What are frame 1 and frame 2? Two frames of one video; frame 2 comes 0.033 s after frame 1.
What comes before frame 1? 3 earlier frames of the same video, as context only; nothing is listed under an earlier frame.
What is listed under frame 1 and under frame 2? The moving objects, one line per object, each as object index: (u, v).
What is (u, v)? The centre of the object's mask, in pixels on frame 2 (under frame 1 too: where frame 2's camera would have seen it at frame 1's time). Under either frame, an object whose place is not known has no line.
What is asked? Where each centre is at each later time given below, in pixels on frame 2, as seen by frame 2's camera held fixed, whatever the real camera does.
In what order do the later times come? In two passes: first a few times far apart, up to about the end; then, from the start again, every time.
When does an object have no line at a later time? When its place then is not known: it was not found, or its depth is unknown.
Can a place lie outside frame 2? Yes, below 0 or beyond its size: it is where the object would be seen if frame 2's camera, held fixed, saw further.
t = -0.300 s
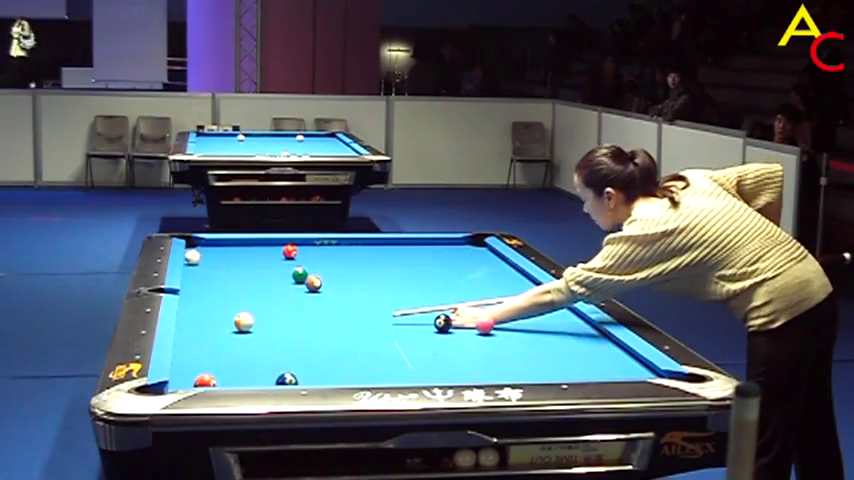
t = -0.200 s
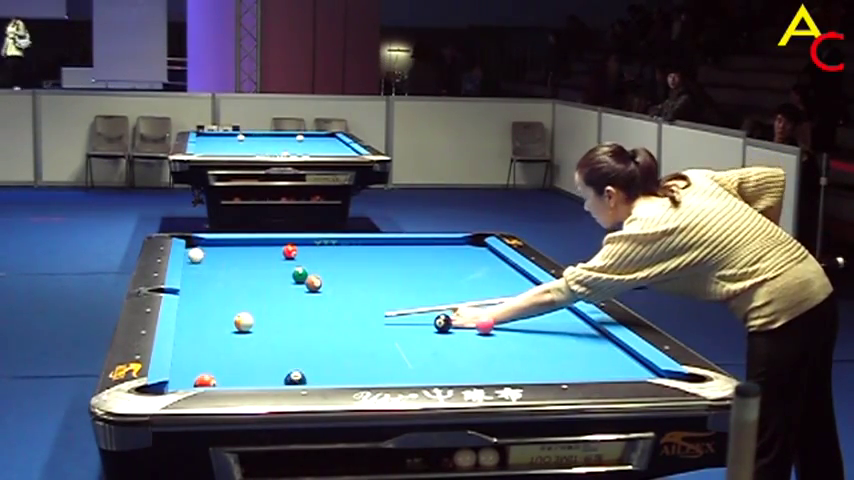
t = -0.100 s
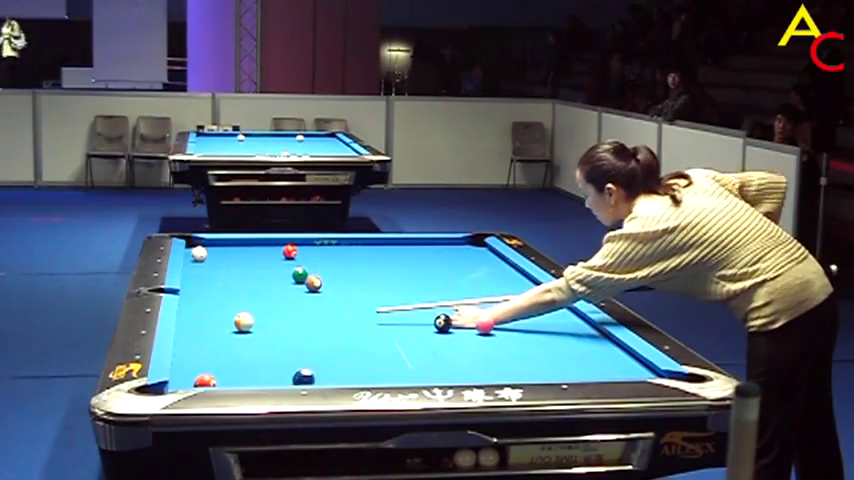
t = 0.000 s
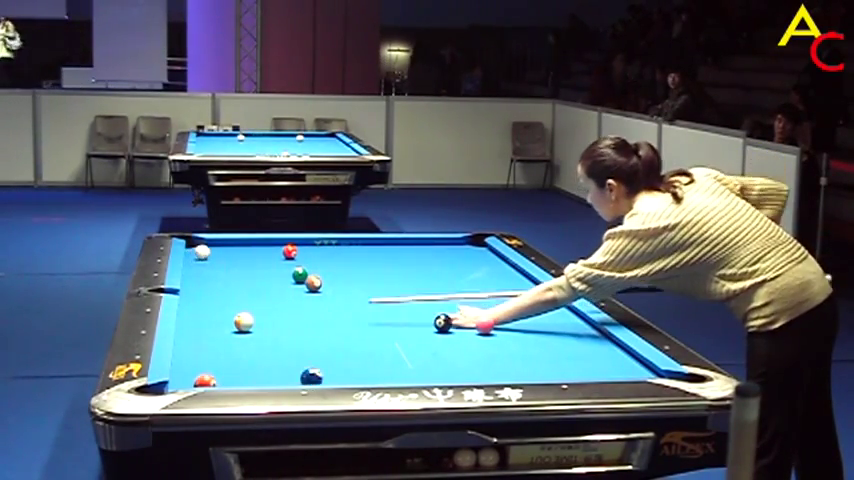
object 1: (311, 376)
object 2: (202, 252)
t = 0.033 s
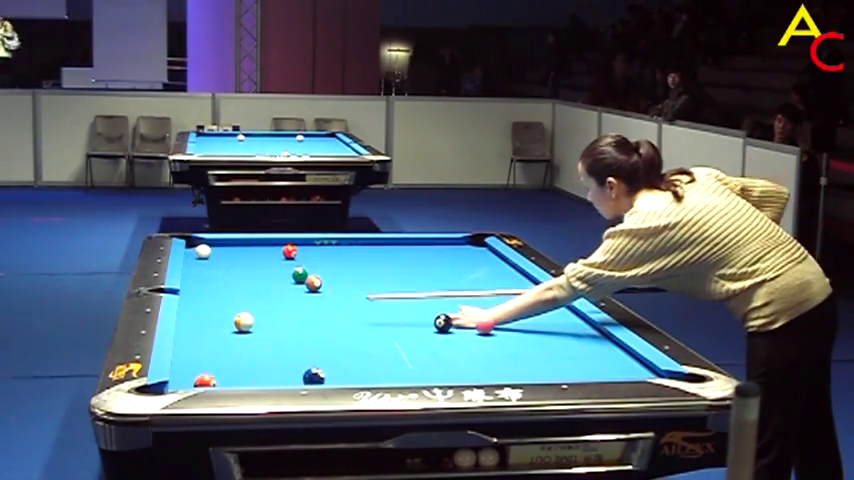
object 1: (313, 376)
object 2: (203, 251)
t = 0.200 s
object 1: (325, 374)
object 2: (208, 248)
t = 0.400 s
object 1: (339, 373)
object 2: (214, 245)
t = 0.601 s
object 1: (351, 371)
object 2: (219, 243)
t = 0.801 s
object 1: (362, 370)
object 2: (224, 240)
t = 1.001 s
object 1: (373, 367)
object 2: (232, 242)
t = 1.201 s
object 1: (383, 366)
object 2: (240, 243)
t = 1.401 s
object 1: (391, 364)
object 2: (247, 244)
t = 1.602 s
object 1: (399, 363)
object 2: (254, 246)
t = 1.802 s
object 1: (405, 362)
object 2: (261, 247)
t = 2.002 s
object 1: (411, 361)
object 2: (267, 248)
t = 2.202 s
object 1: (416, 360)
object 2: (273, 249)
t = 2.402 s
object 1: (420, 359)
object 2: (277, 249)
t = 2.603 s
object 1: (424, 359)
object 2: (279, 250)
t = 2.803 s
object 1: (426, 358)
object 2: (280, 250)
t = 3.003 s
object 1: (428, 358)
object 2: (280, 250)
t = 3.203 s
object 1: (428, 358)
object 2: (280, 250)
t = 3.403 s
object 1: (428, 359)
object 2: (280, 250)
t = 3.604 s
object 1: (428, 359)
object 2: (280, 250)
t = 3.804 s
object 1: (428, 358)
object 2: (280, 250)
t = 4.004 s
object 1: (428, 358)
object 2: (280, 250)
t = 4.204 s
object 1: (428, 358)
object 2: (280, 250)
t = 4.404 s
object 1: (428, 358)
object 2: (280, 250)
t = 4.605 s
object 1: (428, 358)
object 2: (280, 250)
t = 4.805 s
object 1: (428, 358)
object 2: (280, 250)
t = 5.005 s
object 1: (428, 358)
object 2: (280, 250)
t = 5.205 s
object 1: (428, 358)
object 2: (280, 250)
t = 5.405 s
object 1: (428, 358)
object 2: (280, 250)
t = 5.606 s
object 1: (428, 358)
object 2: (280, 250)
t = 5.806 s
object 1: (428, 358)
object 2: (280, 250)
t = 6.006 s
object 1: (428, 358)
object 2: (280, 250)
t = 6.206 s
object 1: (428, 358)
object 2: (280, 250)
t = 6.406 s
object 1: (428, 358)
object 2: (280, 250)
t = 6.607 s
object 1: (428, 358)
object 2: (280, 250)
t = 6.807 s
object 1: (428, 358)
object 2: (280, 250)
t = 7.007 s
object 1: (428, 358)
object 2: (280, 250)
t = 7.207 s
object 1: (428, 358)
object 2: (280, 250)
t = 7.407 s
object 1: (428, 358)
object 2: (280, 250)
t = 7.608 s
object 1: (428, 358)
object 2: (280, 250)
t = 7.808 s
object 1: (428, 358)
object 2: (280, 250)
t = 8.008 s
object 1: (428, 358)
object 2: (280, 250)
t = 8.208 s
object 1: (428, 358)
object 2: (280, 250)
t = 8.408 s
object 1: (428, 358)
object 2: (280, 250)
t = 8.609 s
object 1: (428, 358)
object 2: (280, 250)
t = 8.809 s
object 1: (428, 358)
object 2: (280, 250)
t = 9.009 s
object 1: (428, 358)
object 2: (280, 250)
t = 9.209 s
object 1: (428, 358)
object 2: (280, 250)
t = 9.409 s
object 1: (428, 358)
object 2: (280, 250)
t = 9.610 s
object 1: (428, 358)
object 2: (280, 250)
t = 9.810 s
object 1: (428, 358)
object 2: (280, 250)
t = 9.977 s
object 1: (428, 358)
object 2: (280, 250)
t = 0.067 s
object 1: (316, 376)
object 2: (204, 251)
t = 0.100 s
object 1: (319, 376)
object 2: (205, 250)
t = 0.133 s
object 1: (321, 375)
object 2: (206, 249)
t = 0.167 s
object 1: (323, 375)
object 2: (207, 249)
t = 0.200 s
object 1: (325, 374)
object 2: (208, 248)
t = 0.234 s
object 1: (328, 374)
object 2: (209, 248)
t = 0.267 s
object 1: (330, 374)
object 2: (210, 247)
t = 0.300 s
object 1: (332, 374)
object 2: (211, 247)
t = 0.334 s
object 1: (334, 373)
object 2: (212, 246)
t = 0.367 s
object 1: (337, 373)
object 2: (213, 246)
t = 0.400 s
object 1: (339, 373)
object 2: (214, 245)
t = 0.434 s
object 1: (341, 372)
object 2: (215, 245)
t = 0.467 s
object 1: (343, 372)
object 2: (215, 245)
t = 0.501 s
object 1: (345, 372)
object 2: (216, 244)
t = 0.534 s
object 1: (347, 371)
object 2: (217, 243)
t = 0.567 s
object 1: (349, 371)
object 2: (218, 243)
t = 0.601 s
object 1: (351, 371)
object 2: (219, 243)
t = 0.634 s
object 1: (353, 371)
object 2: (220, 242)
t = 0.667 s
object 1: (355, 371)
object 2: (221, 242)
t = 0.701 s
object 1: (357, 370)
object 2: (221, 241)
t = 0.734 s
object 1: (359, 370)
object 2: (222, 241)
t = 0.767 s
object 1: (361, 370)
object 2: (223, 241)
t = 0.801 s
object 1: (362, 370)
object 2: (224, 240)
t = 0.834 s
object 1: (364, 369)
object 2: (225, 241)
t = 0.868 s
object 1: (366, 369)
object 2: (227, 241)
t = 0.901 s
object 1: (368, 369)
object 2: (228, 241)
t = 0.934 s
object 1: (369, 368)
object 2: (229, 241)
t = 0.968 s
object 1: (371, 368)
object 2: (231, 241)
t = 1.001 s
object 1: (373, 367)
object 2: (232, 242)
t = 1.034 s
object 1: (375, 367)
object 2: (233, 242)
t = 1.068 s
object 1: (376, 367)
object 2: (235, 242)
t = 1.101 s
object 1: (378, 367)
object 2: (236, 242)
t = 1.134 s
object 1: (379, 366)
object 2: (237, 242)
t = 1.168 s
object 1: (381, 366)
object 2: (239, 243)
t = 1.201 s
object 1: (383, 366)
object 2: (240, 243)
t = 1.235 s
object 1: (384, 365)
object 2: (241, 243)
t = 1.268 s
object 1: (385, 365)
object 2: (242, 243)
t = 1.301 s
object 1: (387, 365)
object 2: (244, 244)
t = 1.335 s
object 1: (388, 365)
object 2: (245, 244)
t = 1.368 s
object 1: (390, 364)
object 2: (246, 244)
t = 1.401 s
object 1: (391, 364)
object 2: (247, 244)
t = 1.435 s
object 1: (393, 364)
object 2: (248, 244)
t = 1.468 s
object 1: (394, 364)
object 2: (250, 245)
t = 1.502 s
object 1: (395, 363)
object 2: (251, 245)
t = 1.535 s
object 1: (396, 363)
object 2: (252, 245)
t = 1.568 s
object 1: (397, 363)
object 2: (253, 245)
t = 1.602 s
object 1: (399, 363)
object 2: (254, 246)
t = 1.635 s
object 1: (400, 363)
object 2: (255, 246)
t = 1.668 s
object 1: (401, 363)
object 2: (256, 246)
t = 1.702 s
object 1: (402, 362)
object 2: (258, 246)
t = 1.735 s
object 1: (403, 362)
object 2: (259, 246)
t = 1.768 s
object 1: (404, 362)
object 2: (260, 247)
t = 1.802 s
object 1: (405, 362)
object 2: (261, 247)
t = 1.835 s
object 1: (406, 362)
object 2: (262, 247)
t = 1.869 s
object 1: (407, 361)
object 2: (263, 247)
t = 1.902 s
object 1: (408, 361)
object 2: (264, 247)
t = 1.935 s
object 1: (409, 361)
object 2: (265, 247)
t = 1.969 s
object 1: (410, 361)
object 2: (266, 248)
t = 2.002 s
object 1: (411, 361)
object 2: (267, 248)
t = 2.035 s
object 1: (412, 361)
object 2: (268, 248)
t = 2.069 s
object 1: (413, 361)
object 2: (269, 248)
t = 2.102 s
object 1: (414, 361)
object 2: (270, 248)
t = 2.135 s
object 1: (415, 360)
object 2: (271, 249)
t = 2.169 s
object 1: (416, 360)
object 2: (272, 249)
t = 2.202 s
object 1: (416, 360)
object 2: (273, 249)
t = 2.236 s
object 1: (417, 360)
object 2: (273, 249)
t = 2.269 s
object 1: (418, 359)
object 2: (275, 249)
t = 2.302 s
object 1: (419, 359)
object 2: (275, 249)
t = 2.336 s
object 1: (419, 359)
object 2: (276, 249)
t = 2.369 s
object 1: (420, 359)
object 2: (277, 249)
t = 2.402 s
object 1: (420, 359)
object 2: (277, 249)
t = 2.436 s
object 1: (421, 359)
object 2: (277, 249)
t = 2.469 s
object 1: (422, 359)
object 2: (278, 250)
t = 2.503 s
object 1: (422, 359)
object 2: (278, 250)
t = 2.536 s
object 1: (423, 359)
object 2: (278, 250)
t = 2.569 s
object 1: (423, 359)
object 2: (279, 250)
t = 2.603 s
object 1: (424, 359)
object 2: (279, 250)
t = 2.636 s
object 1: (424, 359)
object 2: (279, 250)
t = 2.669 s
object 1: (425, 359)
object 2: (279, 250)
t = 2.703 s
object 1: (425, 359)
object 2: (279, 250)
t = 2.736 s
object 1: (426, 359)
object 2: (279, 250)
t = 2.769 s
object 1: (426, 359)
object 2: (280, 250)
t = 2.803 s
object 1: (426, 358)
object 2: (280, 250)
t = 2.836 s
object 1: (427, 358)
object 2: (280, 250)
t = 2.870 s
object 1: (427, 358)
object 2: (280, 250)
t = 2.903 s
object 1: (427, 358)
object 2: (280, 250)
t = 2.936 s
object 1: (428, 359)
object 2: (280, 250)
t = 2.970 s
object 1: (428, 359)
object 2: (280, 250)
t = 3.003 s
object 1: (428, 358)
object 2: (280, 250)
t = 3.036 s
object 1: (428, 359)
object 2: (280, 250)
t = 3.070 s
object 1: (428, 358)
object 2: (280, 250)
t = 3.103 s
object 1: (428, 358)
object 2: (280, 250)
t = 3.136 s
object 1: (428, 358)
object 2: (280, 250)
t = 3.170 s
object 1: (428, 359)
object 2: (280, 250)
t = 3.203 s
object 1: (428, 358)
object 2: (280, 250)
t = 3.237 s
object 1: (428, 359)
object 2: (280, 250)
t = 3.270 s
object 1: (428, 358)
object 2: (280, 250)
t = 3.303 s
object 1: (428, 359)
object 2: (280, 250)
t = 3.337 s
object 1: (428, 359)
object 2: (280, 250)
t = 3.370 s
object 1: (428, 359)
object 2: (280, 250)
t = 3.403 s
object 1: (428, 359)
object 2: (280, 250)
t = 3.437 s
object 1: (428, 358)
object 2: (280, 250)
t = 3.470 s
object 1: (428, 359)
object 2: (280, 250)
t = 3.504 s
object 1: (428, 359)
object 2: (280, 250)
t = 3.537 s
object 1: (428, 359)
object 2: (280, 250)
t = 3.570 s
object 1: (428, 359)
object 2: (280, 250)
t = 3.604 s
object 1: (428, 359)
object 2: (280, 250)
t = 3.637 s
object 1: (428, 359)
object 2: (280, 250)
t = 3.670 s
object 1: (428, 359)
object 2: (280, 250)
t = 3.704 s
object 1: (428, 359)
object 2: (280, 250)
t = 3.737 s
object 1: (428, 359)
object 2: (280, 250)
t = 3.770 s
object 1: (428, 358)
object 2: (280, 250)
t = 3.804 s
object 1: (428, 358)
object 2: (280, 250)
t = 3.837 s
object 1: (428, 358)
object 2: (280, 250)
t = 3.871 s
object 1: (428, 358)
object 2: (280, 250)
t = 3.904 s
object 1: (428, 358)
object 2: (280, 250)
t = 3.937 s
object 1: (428, 358)
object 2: (280, 250)
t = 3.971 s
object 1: (428, 358)
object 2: (280, 250)
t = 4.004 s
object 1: (428, 358)
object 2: (280, 250)
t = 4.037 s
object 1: (428, 358)
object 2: (280, 250)
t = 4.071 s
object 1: (428, 358)
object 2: (280, 250)
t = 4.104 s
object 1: (428, 358)
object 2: (280, 250)
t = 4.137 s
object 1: (428, 358)
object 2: (280, 250)
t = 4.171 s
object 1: (428, 358)
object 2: (280, 250)
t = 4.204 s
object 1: (428, 358)
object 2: (280, 250)
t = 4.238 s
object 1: (428, 358)
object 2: (280, 250)
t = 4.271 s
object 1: (428, 358)
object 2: (280, 250)
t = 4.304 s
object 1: (428, 358)
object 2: (280, 250)
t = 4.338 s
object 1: (428, 358)
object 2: (280, 250)
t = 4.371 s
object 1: (428, 358)
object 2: (280, 250)
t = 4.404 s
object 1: (428, 358)
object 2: (280, 250)
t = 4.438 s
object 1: (428, 358)
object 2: (280, 250)
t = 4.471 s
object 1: (428, 358)
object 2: (280, 250)
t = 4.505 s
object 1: (428, 358)
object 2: (280, 250)
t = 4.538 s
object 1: (428, 358)
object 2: (280, 250)
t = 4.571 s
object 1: (428, 358)
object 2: (280, 250)
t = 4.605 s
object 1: (428, 358)
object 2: (280, 250)
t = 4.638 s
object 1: (428, 358)
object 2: (280, 250)
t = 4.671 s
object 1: (428, 358)
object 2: (280, 250)
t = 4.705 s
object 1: (428, 358)
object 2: (280, 250)
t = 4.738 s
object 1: (428, 358)
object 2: (280, 250)
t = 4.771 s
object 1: (428, 358)
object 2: (280, 250)
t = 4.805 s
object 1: (428, 358)
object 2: (280, 250)
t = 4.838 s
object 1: (428, 358)
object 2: (280, 250)
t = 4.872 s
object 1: (428, 358)
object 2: (280, 250)
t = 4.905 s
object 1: (428, 358)
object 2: (280, 250)
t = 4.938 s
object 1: (428, 358)
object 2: (280, 250)
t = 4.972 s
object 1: (428, 358)
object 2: (280, 250)
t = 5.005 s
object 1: (428, 358)
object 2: (280, 250)
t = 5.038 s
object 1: (428, 358)
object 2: (280, 250)
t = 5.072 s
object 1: (428, 358)
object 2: (280, 250)
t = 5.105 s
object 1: (428, 358)
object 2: (280, 250)
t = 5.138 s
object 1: (428, 358)
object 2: (280, 250)
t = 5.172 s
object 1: (428, 358)
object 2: (280, 250)
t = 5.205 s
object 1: (428, 358)
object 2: (280, 250)
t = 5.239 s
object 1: (428, 358)
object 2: (280, 250)
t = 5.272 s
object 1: (428, 358)
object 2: (280, 250)
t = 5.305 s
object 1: (428, 358)
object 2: (280, 250)
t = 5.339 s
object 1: (428, 358)
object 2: (280, 250)
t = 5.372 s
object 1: (428, 358)
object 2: (280, 250)
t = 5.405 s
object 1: (428, 358)
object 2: (280, 250)
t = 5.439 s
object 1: (428, 358)
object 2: (280, 250)
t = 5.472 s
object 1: (428, 358)
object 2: (280, 250)
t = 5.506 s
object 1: (428, 358)
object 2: (280, 250)
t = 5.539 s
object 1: (428, 358)
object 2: (280, 250)
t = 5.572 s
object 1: (428, 358)
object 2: (280, 250)
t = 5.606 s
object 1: (428, 358)
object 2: (280, 250)
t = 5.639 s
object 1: (428, 358)
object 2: (280, 250)
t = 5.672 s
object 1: (428, 358)
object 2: (280, 250)
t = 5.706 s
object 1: (428, 358)
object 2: (280, 250)
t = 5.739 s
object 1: (428, 358)
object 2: (280, 250)
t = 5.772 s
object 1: (428, 358)
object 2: (280, 250)
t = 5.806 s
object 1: (428, 358)
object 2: (280, 250)
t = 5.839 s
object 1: (428, 358)
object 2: (280, 250)
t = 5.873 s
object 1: (428, 358)
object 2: (280, 250)
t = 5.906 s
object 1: (428, 358)
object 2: (280, 250)
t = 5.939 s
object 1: (428, 358)
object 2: (280, 250)
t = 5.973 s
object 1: (428, 358)
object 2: (280, 250)
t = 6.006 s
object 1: (428, 358)
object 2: (280, 250)
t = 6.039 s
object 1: (428, 358)
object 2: (280, 250)
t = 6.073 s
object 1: (428, 358)
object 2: (280, 250)
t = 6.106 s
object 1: (428, 358)
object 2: (280, 250)
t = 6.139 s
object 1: (428, 358)
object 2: (280, 250)
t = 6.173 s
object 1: (428, 358)
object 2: (280, 250)
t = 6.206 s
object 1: (428, 358)
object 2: (280, 250)
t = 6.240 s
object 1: (428, 358)
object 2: (280, 250)
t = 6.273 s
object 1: (428, 358)
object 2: (280, 250)
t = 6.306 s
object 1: (428, 358)
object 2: (280, 250)
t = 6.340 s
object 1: (428, 358)
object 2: (280, 250)
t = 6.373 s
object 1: (428, 358)
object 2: (280, 250)
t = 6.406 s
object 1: (428, 358)
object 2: (280, 250)
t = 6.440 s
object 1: (428, 358)
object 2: (280, 250)
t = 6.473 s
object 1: (428, 358)
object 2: (280, 250)
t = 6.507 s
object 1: (428, 358)
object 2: (280, 250)
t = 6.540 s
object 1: (428, 358)
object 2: (280, 250)
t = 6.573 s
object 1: (428, 358)
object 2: (280, 250)
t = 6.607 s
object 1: (428, 358)
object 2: (280, 250)
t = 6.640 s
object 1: (428, 358)
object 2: (280, 250)
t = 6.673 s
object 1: (428, 358)
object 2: (280, 250)
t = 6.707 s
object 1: (428, 358)
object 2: (280, 250)
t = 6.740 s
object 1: (428, 358)
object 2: (280, 250)
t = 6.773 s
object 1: (428, 358)
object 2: (280, 250)
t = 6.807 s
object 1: (428, 358)
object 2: (280, 250)
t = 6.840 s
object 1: (428, 358)
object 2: (280, 250)
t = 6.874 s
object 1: (428, 358)
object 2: (280, 250)
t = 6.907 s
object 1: (428, 358)
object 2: (280, 250)
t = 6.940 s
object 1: (428, 358)
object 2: (280, 250)
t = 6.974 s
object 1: (428, 358)
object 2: (280, 250)
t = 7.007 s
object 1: (428, 358)
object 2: (280, 250)
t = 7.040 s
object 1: (428, 358)
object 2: (280, 250)
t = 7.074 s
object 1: (428, 358)
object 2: (280, 250)
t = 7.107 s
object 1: (428, 358)
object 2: (280, 250)
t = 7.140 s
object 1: (428, 358)
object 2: (280, 250)
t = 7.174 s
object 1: (428, 358)
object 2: (280, 250)
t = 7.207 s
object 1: (428, 358)
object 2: (280, 250)
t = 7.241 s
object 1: (428, 358)
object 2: (280, 250)
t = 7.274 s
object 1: (428, 358)
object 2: (280, 250)
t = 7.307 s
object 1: (428, 358)
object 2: (280, 250)
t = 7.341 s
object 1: (428, 358)
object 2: (280, 250)
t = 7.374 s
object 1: (428, 358)
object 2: (280, 250)
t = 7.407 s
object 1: (428, 358)
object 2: (280, 250)
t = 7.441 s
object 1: (428, 358)
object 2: (280, 250)
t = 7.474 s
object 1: (428, 358)
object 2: (280, 250)
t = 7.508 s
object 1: (428, 358)
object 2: (280, 250)
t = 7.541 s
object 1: (428, 358)
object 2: (280, 250)
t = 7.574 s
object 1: (428, 358)
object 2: (280, 250)
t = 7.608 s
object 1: (428, 358)
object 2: (280, 250)
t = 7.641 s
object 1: (428, 358)
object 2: (280, 250)
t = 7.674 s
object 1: (428, 358)
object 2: (280, 250)
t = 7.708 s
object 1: (428, 358)
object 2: (280, 250)
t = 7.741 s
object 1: (428, 358)
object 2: (280, 250)
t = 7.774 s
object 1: (428, 358)
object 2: (280, 250)
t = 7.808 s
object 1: (428, 358)
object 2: (280, 250)
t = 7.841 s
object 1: (428, 358)
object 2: (280, 250)
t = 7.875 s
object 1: (428, 358)
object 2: (280, 250)
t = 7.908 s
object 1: (428, 358)
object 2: (280, 250)
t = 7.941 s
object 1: (428, 358)
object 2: (280, 250)
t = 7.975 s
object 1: (428, 358)
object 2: (280, 250)
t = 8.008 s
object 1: (428, 358)
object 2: (280, 250)
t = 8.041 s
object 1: (428, 358)
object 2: (280, 250)
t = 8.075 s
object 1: (428, 358)
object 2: (280, 250)
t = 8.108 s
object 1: (428, 358)
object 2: (280, 250)
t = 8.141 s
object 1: (428, 358)
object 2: (280, 250)
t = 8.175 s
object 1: (428, 358)
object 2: (280, 250)
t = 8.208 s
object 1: (428, 358)
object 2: (280, 250)
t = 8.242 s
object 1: (428, 358)
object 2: (280, 250)
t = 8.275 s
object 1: (428, 358)
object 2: (280, 250)
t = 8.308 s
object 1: (428, 358)
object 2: (280, 250)
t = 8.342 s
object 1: (428, 358)
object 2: (280, 250)
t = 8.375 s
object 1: (428, 358)
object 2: (280, 250)
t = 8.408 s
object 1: (428, 358)
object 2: (280, 250)
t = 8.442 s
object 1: (428, 358)
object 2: (280, 250)
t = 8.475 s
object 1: (428, 358)
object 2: (280, 250)
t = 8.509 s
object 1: (428, 358)
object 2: (280, 250)
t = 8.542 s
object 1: (428, 358)
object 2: (280, 250)
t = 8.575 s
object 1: (428, 358)
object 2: (280, 250)
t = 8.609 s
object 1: (428, 358)
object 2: (280, 250)
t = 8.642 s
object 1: (428, 358)
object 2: (280, 250)
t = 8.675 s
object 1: (428, 358)
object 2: (280, 250)
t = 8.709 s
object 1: (428, 358)
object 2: (280, 250)
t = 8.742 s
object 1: (428, 358)
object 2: (280, 250)
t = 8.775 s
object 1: (428, 358)
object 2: (280, 250)
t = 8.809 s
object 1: (428, 358)
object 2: (280, 250)
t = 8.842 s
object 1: (428, 358)
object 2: (280, 250)
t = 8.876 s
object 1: (428, 358)
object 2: (280, 250)
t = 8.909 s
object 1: (428, 358)
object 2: (280, 250)
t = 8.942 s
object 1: (428, 358)
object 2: (280, 250)
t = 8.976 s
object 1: (428, 358)
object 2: (280, 250)
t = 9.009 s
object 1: (428, 358)
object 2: (280, 250)
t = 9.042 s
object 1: (428, 358)
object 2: (280, 250)
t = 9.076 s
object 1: (428, 358)
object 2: (280, 250)
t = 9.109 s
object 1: (428, 358)
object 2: (280, 250)
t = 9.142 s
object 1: (428, 358)
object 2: (280, 250)
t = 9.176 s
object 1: (428, 358)
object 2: (280, 250)
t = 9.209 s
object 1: (428, 358)
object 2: (280, 250)
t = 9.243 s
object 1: (428, 358)
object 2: (280, 250)
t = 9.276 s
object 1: (428, 358)
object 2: (280, 250)
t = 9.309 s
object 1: (428, 358)
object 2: (280, 250)
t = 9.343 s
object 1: (428, 358)
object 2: (280, 250)
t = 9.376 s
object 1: (428, 358)
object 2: (280, 250)
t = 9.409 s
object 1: (428, 358)
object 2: (280, 250)
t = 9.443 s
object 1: (428, 358)
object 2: (280, 250)
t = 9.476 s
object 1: (428, 358)
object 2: (280, 250)
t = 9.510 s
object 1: (428, 358)
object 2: (280, 250)
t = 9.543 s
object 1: (428, 358)
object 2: (280, 250)
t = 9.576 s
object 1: (428, 358)
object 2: (280, 250)
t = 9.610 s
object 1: (428, 358)
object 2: (280, 250)
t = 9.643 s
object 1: (428, 358)
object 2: (280, 250)
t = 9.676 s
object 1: (428, 358)
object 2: (280, 250)
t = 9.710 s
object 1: (428, 358)
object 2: (280, 250)
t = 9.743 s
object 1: (428, 358)
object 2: (280, 250)
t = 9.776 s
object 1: (428, 358)
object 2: (280, 250)
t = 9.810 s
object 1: (428, 358)
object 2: (280, 250)
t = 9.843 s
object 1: (428, 358)
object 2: (280, 250)
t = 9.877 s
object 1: (428, 358)
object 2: (280, 250)
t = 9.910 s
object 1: (428, 358)
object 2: (280, 250)
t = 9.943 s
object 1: (428, 358)
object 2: (280, 250)
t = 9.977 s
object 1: (428, 358)
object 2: (280, 250)
